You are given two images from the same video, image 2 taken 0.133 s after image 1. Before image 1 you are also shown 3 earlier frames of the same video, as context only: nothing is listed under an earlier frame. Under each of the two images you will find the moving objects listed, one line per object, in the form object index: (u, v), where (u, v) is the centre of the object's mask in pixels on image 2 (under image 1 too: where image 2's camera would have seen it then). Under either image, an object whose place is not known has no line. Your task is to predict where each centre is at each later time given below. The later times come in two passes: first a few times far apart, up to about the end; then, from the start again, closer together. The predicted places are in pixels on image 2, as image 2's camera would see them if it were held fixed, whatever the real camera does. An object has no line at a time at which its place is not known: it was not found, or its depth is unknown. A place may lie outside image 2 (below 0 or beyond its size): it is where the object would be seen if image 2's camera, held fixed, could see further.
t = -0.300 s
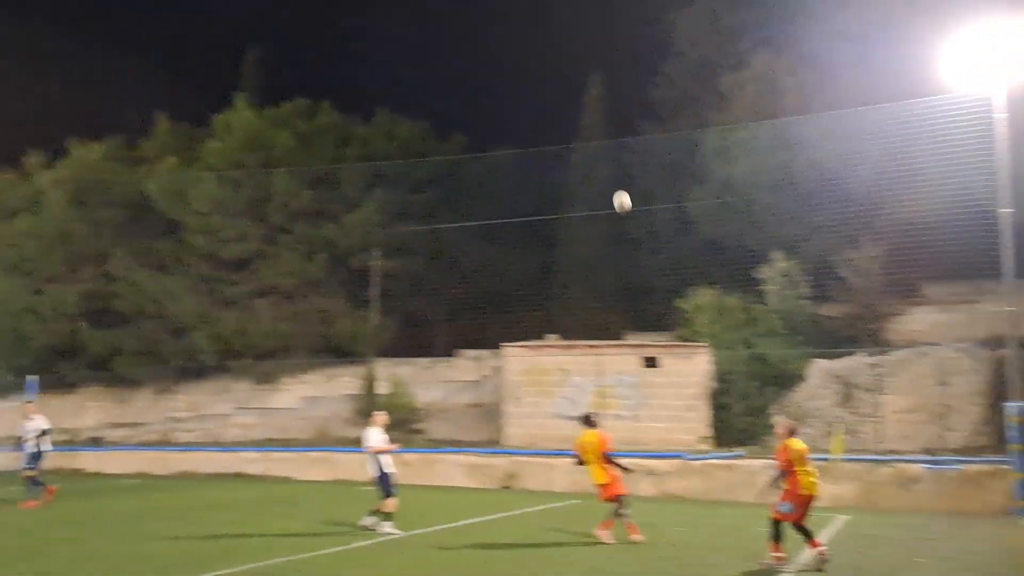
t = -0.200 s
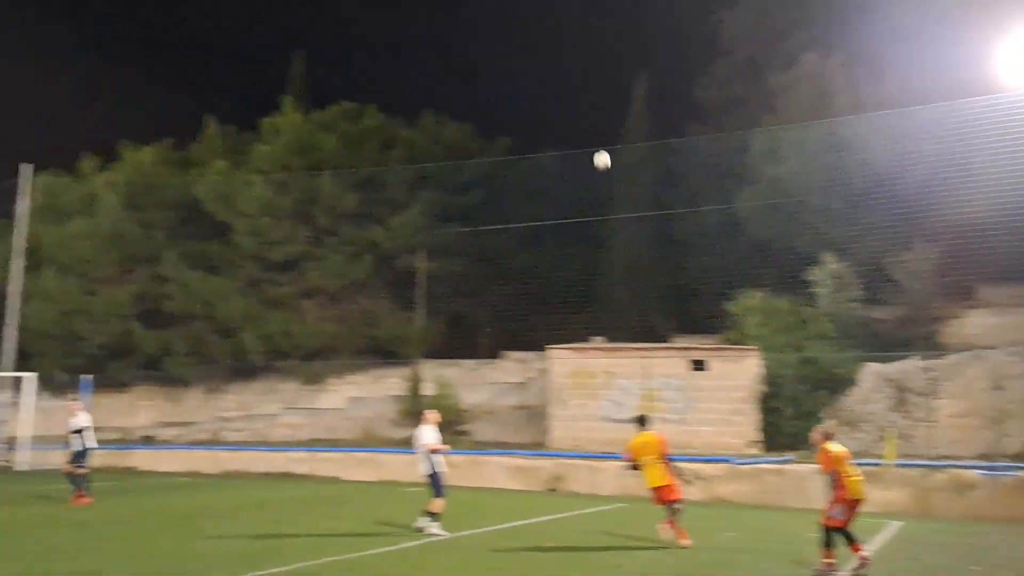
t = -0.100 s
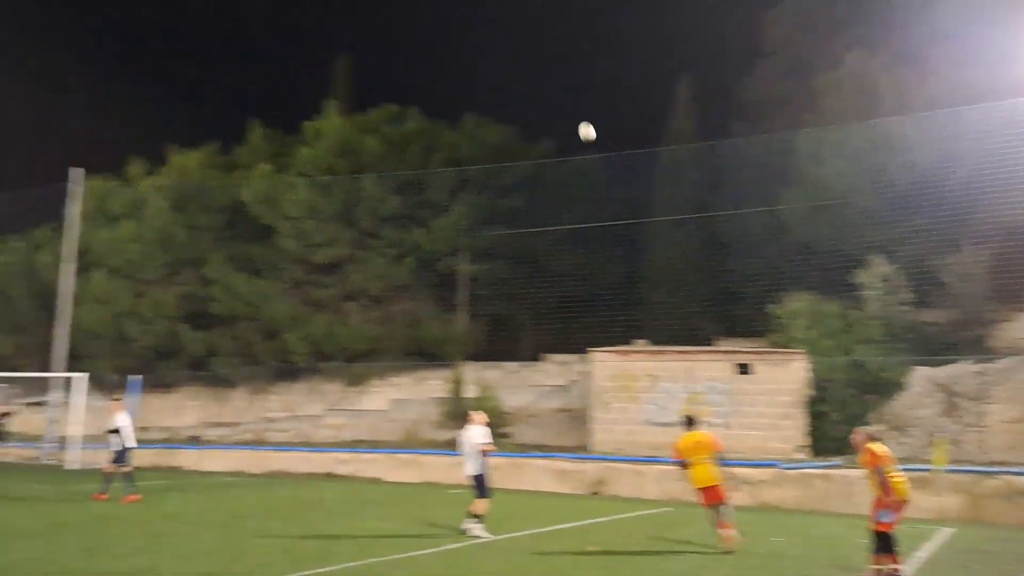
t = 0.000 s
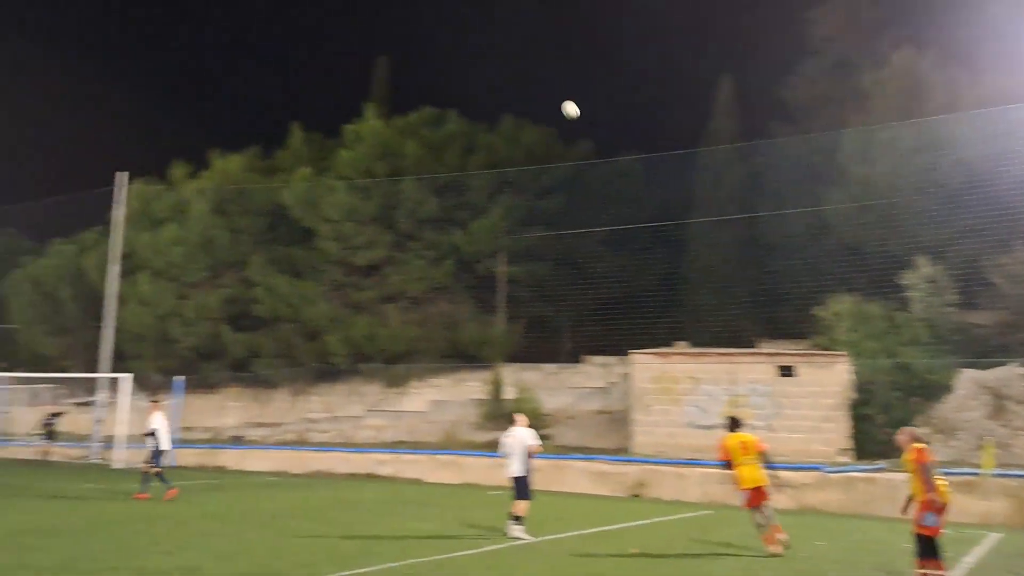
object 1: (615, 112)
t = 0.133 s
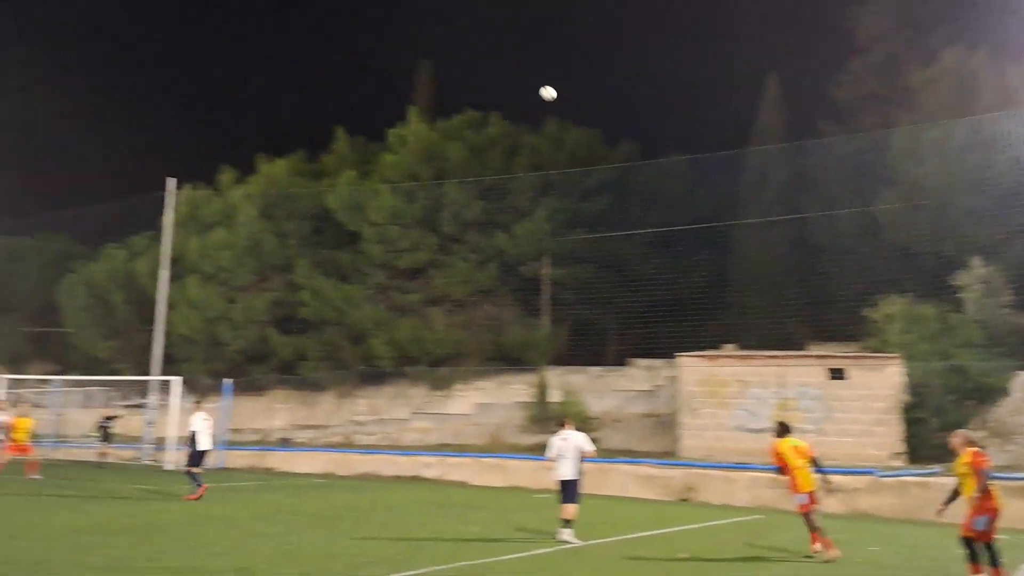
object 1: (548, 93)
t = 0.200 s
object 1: (518, 89)
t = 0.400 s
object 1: (437, 90)
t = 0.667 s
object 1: (343, 120)
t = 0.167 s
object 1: (533, 91)
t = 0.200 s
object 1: (518, 89)
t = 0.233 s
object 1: (504, 87)
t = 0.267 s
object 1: (489, 87)
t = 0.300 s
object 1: (476, 87)
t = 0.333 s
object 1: (462, 87)
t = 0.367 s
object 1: (449, 88)
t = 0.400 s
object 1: (437, 90)
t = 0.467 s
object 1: (412, 95)
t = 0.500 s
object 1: (400, 98)
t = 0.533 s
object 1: (388, 102)
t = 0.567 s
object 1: (377, 106)
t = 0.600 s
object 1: (365, 110)
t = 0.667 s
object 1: (343, 120)
